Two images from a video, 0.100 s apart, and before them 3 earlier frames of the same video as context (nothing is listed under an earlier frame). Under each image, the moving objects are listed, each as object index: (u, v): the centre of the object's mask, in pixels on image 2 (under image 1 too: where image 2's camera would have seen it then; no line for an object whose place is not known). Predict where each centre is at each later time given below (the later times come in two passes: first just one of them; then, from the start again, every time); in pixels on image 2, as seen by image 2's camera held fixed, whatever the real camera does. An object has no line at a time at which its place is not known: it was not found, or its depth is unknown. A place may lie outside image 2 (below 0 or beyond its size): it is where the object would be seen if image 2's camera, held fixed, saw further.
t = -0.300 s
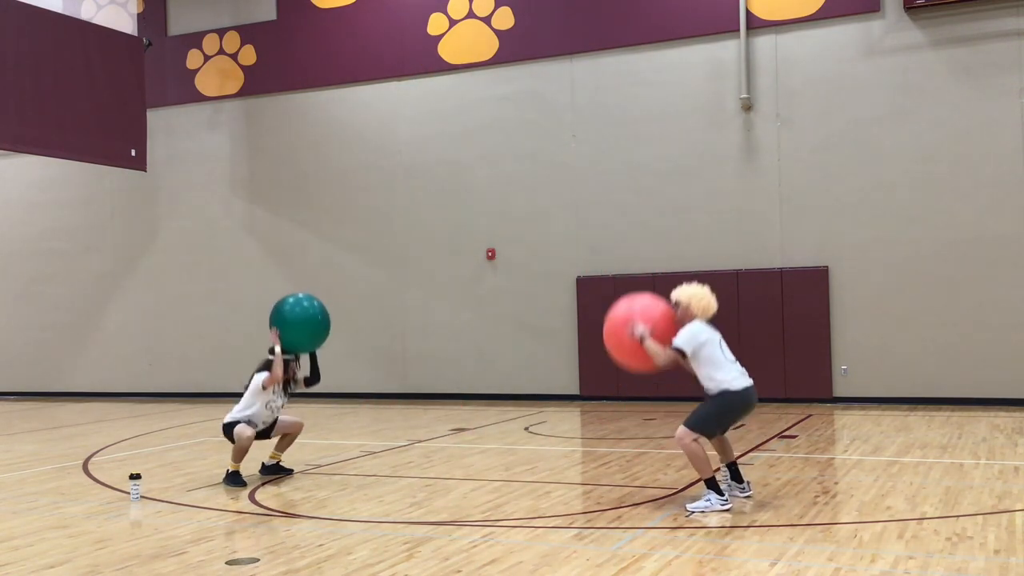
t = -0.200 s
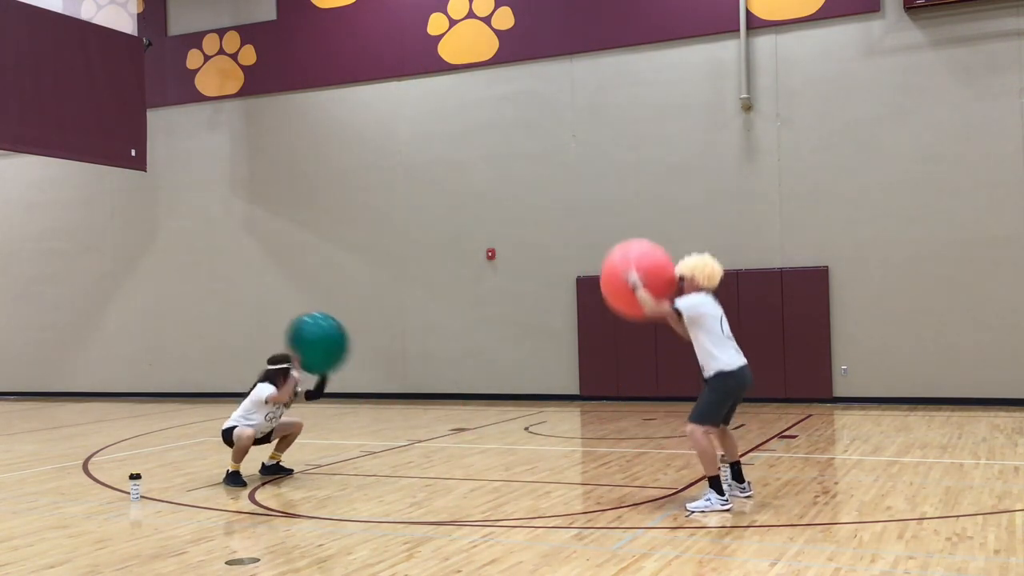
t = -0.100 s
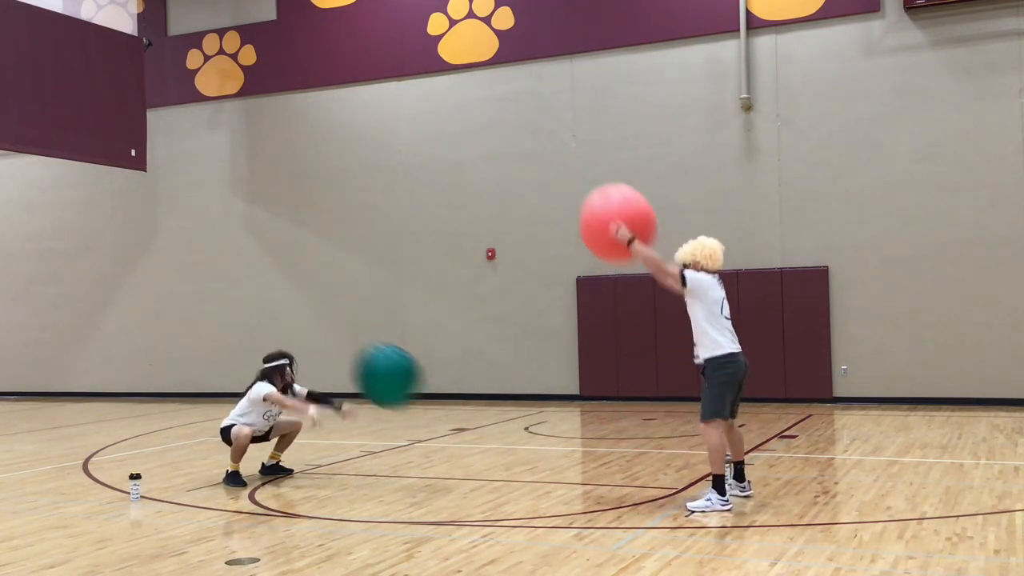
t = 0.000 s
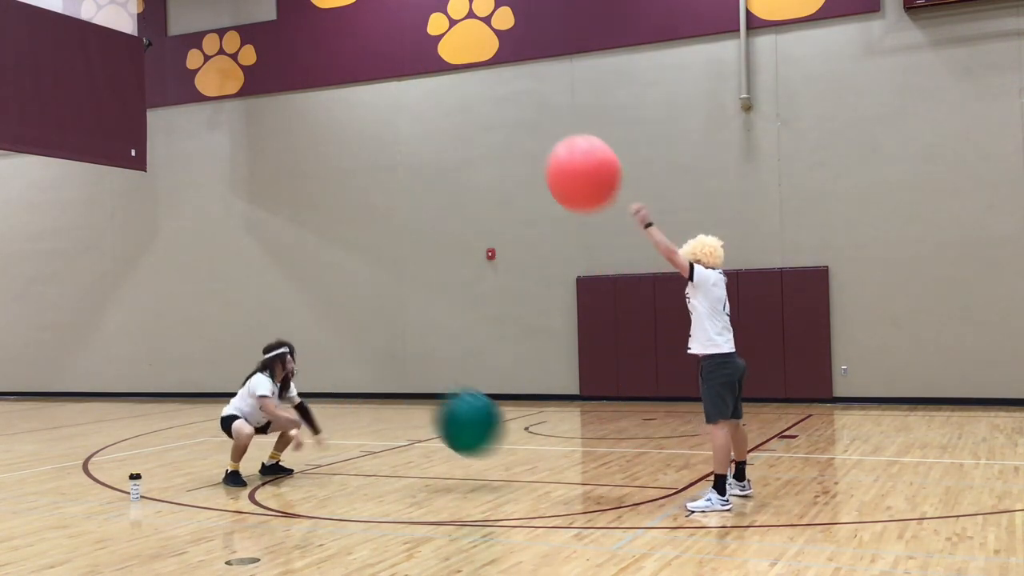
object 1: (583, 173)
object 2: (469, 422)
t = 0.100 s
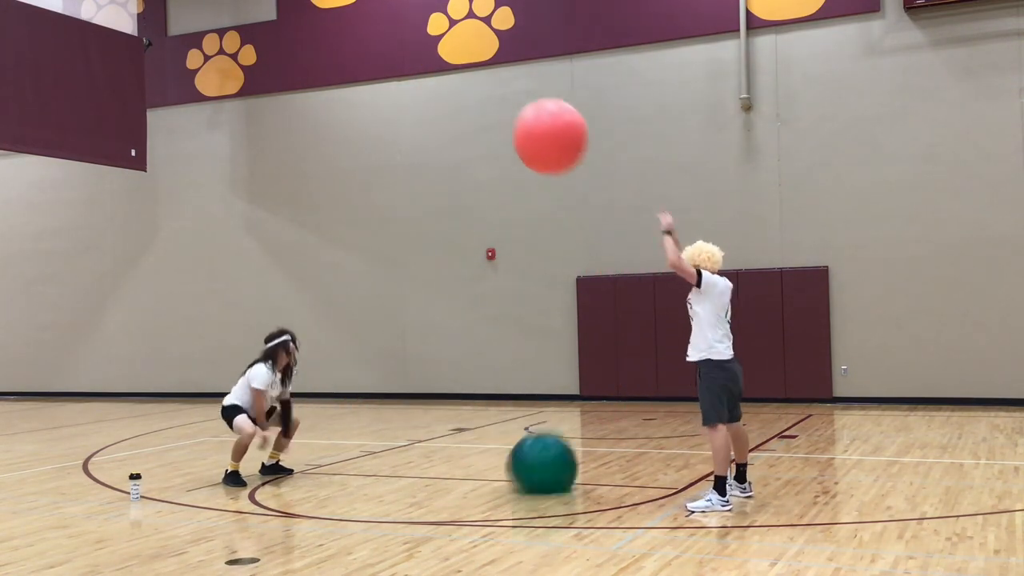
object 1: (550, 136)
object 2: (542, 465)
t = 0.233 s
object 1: (508, 106)
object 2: (606, 403)
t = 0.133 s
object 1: (539, 126)
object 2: (558, 448)
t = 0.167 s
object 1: (528, 118)
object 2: (574, 432)
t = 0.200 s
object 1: (518, 111)
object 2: (590, 416)
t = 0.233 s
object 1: (508, 106)
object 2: (606, 403)
